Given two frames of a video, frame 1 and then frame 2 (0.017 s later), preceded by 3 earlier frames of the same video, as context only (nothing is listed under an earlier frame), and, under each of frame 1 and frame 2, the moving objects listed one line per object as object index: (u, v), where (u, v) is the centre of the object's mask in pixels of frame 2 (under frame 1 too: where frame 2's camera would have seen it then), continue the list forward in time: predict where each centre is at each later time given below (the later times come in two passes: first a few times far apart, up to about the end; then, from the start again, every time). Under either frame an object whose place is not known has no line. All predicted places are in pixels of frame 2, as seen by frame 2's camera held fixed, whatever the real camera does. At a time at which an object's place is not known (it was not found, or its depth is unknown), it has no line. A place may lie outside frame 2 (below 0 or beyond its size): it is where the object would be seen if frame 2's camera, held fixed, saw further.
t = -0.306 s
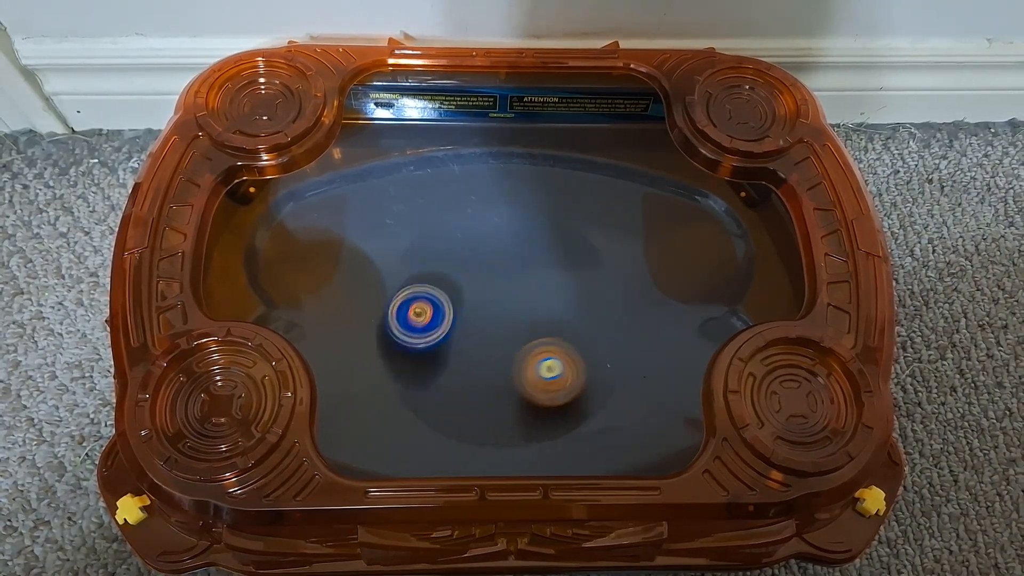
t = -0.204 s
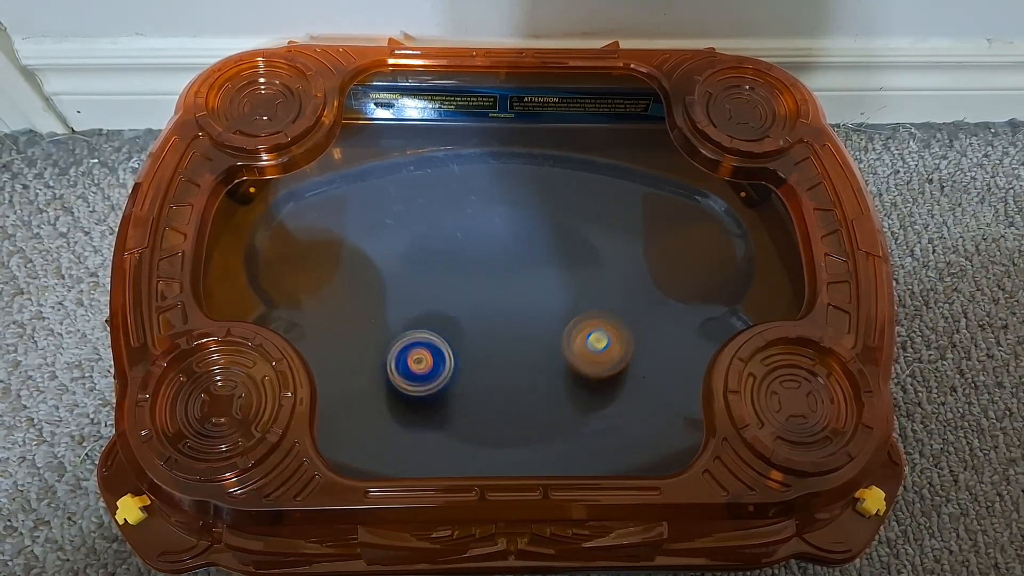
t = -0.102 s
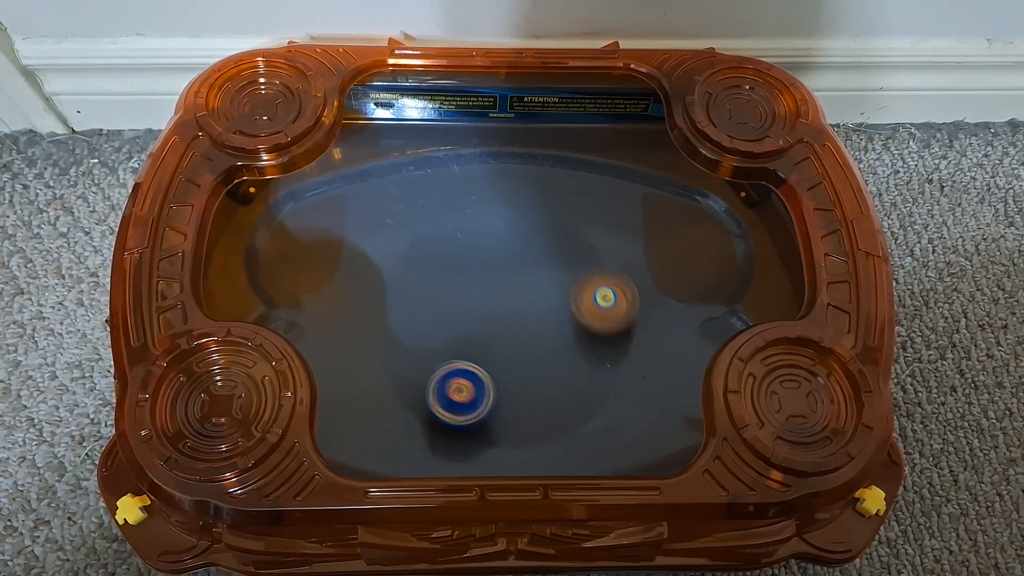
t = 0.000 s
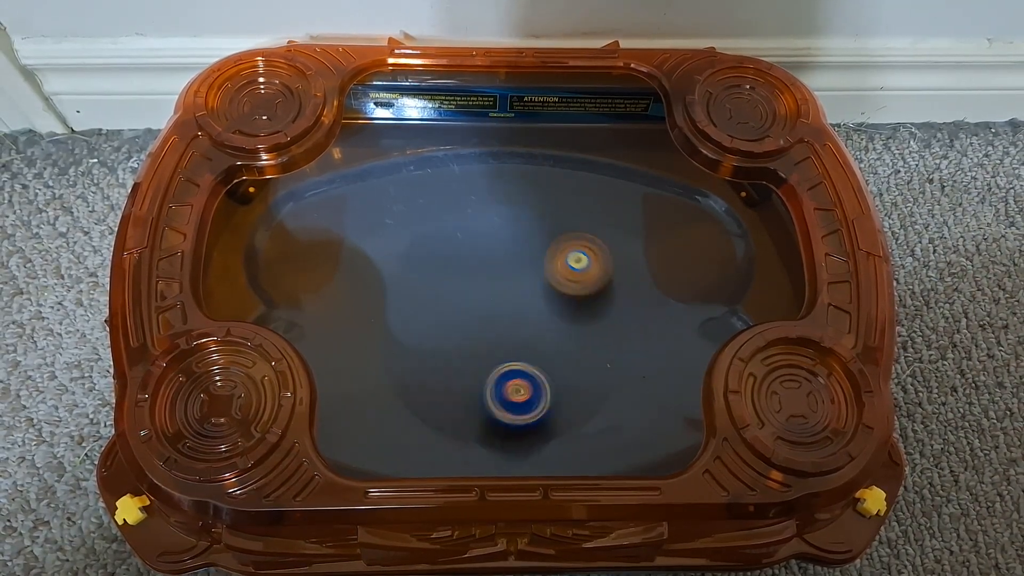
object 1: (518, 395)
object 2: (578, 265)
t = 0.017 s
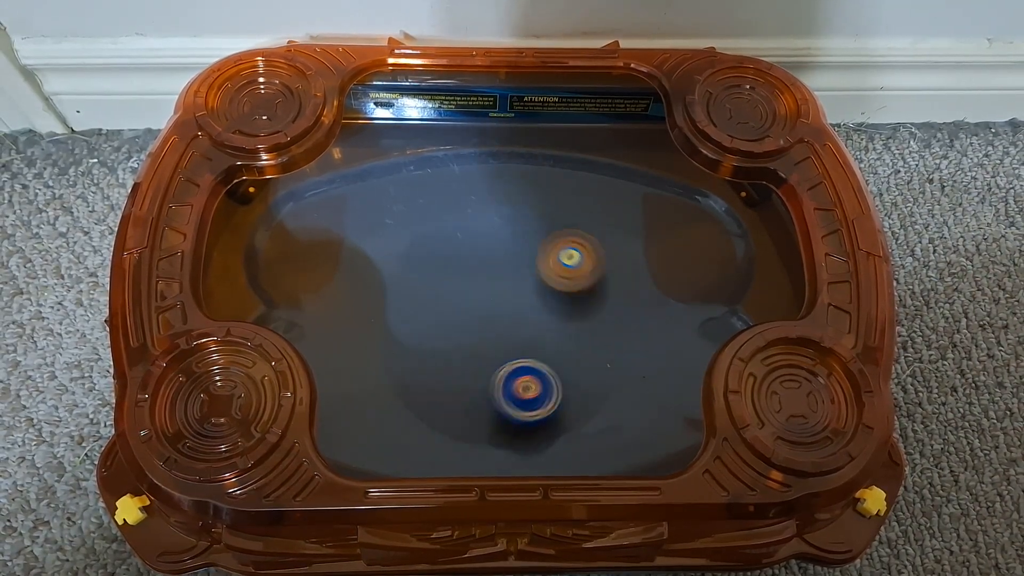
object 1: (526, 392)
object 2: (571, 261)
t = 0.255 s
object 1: (562, 295)
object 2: (451, 290)
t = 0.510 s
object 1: (450, 252)
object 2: (476, 382)
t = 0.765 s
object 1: (403, 339)
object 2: (573, 325)
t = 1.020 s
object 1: (530, 359)
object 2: (491, 259)
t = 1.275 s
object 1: (575, 268)
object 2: (413, 320)
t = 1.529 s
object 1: (470, 263)
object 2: (515, 362)
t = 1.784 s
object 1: (482, 362)
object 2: (567, 277)
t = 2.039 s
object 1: (593, 353)
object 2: (467, 267)
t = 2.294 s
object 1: (547, 272)
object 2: (473, 362)
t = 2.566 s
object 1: (435, 310)
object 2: (583, 341)
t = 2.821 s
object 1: (474, 381)
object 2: (529, 267)
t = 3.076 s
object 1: (545, 313)
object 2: (433, 310)
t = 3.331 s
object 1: (471, 257)
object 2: (488, 372)
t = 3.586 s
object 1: (429, 326)
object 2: (553, 302)
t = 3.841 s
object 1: (534, 352)
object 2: (478, 258)
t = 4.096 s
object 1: (574, 279)
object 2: (446, 333)
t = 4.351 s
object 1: (485, 280)
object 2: (542, 357)
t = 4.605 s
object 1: (489, 363)
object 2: (570, 285)
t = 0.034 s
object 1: (535, 387)
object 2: (562, 258)
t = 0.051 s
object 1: (543, 382)
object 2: (553, 256)
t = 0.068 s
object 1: (550, 377)
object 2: (544, 255)
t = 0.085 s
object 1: (557, 371)
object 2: (535, 255)
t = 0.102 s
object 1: (563, 365)
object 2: (525, 256)
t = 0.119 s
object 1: (567, 357)
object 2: (515, 257)
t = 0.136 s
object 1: (570, 349)
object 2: (506, 260)
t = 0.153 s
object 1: (572, 341)
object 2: (498, 262)
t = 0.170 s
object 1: (572, 334)
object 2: (489, 265)
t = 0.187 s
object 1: (573, 326)
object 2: (480, 269)
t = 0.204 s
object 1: (571, 318)
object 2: (472, 274)
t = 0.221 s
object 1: (569, 309)
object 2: (464, 279)
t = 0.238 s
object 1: (565, 302)
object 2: (457, 285)
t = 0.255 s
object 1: (562, 295)
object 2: (451, 290)
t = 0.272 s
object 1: (557, 287)
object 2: (445, 297)
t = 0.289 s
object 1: (552, 281)
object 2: (441, 304)
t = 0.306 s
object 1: (546, 275)
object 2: (437, 311)
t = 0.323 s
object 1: (538, 270)
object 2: (435, 319)
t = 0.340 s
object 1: (532, 266)
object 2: (434, 326)
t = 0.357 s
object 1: (525, 262)
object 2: (434, 334)
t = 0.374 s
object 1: (517, 258)
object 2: (434, 341)
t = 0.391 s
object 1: (509, 256)
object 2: (436, 348)
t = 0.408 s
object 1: (501, 253)
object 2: (439, 355)
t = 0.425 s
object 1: (492, 252)
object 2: (443, 362)
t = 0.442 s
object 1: (484, 251)
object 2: (448, 367)
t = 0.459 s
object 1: (475, 250)
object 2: (454, 372)
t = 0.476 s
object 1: (467, 250)
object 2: (460, 376)
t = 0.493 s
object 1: (458, 251)
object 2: (467, 379)
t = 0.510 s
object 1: (450, 252)
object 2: (476, 382)
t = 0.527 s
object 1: (442, 253)
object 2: (485, 384)
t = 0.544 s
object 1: (434, 255)
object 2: (494, 384)
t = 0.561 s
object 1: (426, 258)
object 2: (502, 384)
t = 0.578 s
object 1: (419, 262)
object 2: (511, 383)
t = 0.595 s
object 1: (412, 266)
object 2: (520, 382)
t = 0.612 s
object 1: (406, 272)
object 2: (529, 379)
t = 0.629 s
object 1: (401, 278)
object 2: (536, 376)
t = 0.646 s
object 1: (397, 284)
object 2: (545, 371)
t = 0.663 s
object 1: (395, 292)
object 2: (552, 367)
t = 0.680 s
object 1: (394, 299)
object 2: (559, 361)
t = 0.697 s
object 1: (393, 308)
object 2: (564, 354)
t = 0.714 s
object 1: (395, 315)
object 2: (568, 347)
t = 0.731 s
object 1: (397, 323)
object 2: (571, 340)
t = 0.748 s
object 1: (399, 331)
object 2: (572, 333)
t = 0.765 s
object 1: (403, 339)
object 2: (573, 325)
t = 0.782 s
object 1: (408, 346)
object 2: (572, 318)
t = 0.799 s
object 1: (414, 353)
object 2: (570, 310)
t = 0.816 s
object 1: (422, 358)
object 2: (568, 303)
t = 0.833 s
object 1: (429, 362)
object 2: (564, 296)
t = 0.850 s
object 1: (439, 365)
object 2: (560, 289)
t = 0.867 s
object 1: (448, 367)
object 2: (555, 283)
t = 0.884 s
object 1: (457, 370)
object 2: (550, 278)
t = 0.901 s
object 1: (467, 371)
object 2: (544, 273)
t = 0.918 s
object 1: (476, 371)
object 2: (537, 270)
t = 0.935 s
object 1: (486, 370)
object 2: (531, 267)
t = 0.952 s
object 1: (495, 369)
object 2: (523, 264)
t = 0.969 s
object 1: (505, 367)
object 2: (516, 262)
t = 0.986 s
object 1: (514, 365)
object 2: (507, 261)
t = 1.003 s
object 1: (522, 363)
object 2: (500, 260)
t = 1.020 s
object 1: (530, 359)
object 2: (491, 259)
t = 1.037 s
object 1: (537, 355)
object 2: (483, 260)
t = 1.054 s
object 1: (545, 352)
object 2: (475, 260)
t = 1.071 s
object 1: (552, 347)
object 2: (467, 261)
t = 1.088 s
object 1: (558, 341)
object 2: (459, 263)
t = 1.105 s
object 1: (563, 335)
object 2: (452, 265)
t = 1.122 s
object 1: (567, 329)
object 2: (445, 268)
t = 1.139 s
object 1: (572, 323)
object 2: (437, 271)
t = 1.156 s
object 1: (575, 316)
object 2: (431, 275)
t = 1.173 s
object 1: (577, 309)
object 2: (426, 280)
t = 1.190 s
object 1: (578, 302)
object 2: (421, 285)
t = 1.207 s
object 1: (580, 295)
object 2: (417, 291)
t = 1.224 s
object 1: (580, 288)
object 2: (414, 298)
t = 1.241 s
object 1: (579, 281)
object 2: (413, 306)
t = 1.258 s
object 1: (577, 274)
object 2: (413, 313)
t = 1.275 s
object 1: (575, 268)
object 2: (413, 320)
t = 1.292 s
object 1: (571, 262)
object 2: (414, 328)
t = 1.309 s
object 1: (565, 257)
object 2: (417, 336)
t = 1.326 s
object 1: (560, 253)
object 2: (421, 342)
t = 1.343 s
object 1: (553, 250)
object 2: (426, 349)
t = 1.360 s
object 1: (546, 247)
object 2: (432, 354)
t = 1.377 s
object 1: (538, 244)
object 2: (439, 359)
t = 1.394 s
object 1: (531, 244)
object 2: (445, 362)
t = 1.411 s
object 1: (522, 243)
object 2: (453, 365)
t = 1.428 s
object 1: (515, 244)
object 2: (462, 367)
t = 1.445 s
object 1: (507, 245)
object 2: (471, 367)
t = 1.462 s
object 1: (499, 247)
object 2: (480, 367)
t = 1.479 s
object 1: (491, 250)
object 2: (489, 367)
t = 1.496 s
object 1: (484, 254)
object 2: (497, 365)
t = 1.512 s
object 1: (477, 258)
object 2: (506, 364)
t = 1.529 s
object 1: (470, 263)
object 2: (515, 362)
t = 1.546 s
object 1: (465, 269)
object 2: (524, 358)
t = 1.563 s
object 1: (459, 275)
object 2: (532, 354)
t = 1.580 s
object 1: (455, 282)
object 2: (539, 350)
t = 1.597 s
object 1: (452, 289)
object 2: (546, 345)
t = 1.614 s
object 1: (450, 297)
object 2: (551, 341)
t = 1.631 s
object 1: (450, 304)
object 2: (557, 335)
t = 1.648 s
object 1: (449, 312)
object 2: (562, 329)
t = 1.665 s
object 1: (451, 320)
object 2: (565, 323)
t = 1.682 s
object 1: (453, 327)
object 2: (568, 316)
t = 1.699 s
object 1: (456, 334)
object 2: (569, 309)
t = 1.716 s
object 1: (459, 341)
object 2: (570, 303)
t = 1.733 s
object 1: (463, 348)
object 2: (571, 296)
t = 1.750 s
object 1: (469, 353)
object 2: (570, 289)
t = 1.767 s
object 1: (475, 358)
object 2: (569, 283)
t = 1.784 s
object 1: (482, 362)
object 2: (567, 277)
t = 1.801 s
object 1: (488, 366)
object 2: (563, 271)
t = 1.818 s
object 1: (496, 370)
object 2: (559, 266)
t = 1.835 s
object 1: (504, 372)
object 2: (554, 262)
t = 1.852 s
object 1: (512, 374)
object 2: (548, 258)
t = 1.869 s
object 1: (520, 375)
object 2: (542, 255)
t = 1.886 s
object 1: (529, 376)
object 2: (535, 252)
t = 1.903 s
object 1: (537, 376)
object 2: (527, 251)
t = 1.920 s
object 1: (545, 376)
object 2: (520, 250)
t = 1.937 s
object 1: (553, 374)
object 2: (512, 250)
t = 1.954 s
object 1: (560, 373)
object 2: (505, 251)
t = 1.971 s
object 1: (568, 370)
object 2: (497, 253)
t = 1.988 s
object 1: (576, 366)
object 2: (489, 255)
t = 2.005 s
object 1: (582, 362)
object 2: (481, 258)
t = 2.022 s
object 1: (588, 358)
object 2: (474, 262)
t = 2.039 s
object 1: (593, 353)
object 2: (467, 267)
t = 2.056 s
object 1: (597, 346)
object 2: (461, 272)
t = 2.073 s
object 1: (600, 339)
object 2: (456, 278)
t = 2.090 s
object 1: (601, 333)
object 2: (450, 285)
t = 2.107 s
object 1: (601, 327)
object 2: (447, 293)
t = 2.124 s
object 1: (600, 320)
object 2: (445, 299)
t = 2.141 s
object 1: (597, 313)
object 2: (443, 307)
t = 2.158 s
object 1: (594, 306)
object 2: (443, 316)
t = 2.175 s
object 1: (591, 300)
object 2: (444, 322)
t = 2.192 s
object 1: (587, 294)
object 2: (446, 330)
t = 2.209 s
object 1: (581, 289)
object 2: (449, 337)
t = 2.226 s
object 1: (576, 284)
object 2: (452, 343)
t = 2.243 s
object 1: (569, 279)
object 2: (457, 349)
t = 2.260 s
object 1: (562, 276)
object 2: (462, 354)
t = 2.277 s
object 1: (554, 273)
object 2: (467, 358)
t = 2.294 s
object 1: (547, 272)
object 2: (473, 362)
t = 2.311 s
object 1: (538, 270)
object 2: (480, 365)
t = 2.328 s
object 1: (530, 270)
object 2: (487, 368)
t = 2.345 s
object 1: (522, 270)
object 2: (494, 370)
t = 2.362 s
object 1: (514, 270)
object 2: (501, 372)
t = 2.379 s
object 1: (505, 271)
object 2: (509, 373)
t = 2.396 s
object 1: (498, 273)
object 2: (517, 373)
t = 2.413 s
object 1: (489, 274)
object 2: (525, 372)
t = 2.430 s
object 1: (482, 277)
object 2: (532, 371)
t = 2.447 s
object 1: (474, 279)
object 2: (539, 370)
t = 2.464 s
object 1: (467, 282)
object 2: (547, 368)
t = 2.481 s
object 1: (460, 286)
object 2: (555, 365)
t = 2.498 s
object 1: (454, 290)
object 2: (562, 362)
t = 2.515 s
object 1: (448, 294)
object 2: (568, 357)
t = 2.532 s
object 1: (443, 299)
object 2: (573, 353)
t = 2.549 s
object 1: (438, 304)
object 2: (579, 348)
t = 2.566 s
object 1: (435, 310)
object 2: (583, 341)
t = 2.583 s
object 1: (431, 316)
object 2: (586, 335)
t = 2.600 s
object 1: (428, 322)
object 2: (587, 328)
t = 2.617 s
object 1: (426, 329)
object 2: (587, 323)
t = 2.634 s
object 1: (424, 335)
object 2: (587, 316)
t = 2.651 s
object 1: (424, 341)
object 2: (584, 309)
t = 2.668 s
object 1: (424, 347)
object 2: (581, 302)
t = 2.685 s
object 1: (426, 353)
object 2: (578, 296)
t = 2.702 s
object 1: (429, 359)
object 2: (574, 291)
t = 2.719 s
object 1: (433, 364)
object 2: (569, 285)
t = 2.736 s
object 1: (438, 368)
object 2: (563, 280)
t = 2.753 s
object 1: (444, 372)
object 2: (557, 276)
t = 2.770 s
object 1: (451, 375)
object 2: (550, 273)
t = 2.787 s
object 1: (458, 378)
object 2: (544, 271)
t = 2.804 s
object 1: (466, 380)
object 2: (537, 269)
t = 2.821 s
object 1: (474, 381)
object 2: (529, 267)
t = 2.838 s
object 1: (482, 380)
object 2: (521, 267)
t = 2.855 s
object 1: (490, 379)
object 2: (513, 267)
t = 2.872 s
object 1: (498, 378)
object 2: (506, 268)
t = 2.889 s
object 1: (507, 375)
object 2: (498, 269)
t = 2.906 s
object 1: (514, 371)
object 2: (490, 270)
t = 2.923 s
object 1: (521, 367)
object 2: (482, 272)
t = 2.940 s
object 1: (527, 363)
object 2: (475, 275)
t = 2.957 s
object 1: (533, 358)
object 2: (468, 277)
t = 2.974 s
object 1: (537, 352)
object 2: (461, 281)
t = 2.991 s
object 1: (540, 346)
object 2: (454, 284)
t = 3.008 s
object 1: (543, 339)
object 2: (449, 289)
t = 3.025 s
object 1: (545, 333)
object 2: (444, 293)
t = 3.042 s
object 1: (546, 326)
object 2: (439, 299)
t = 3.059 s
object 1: (545, 319)
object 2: (436, 304)
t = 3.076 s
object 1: (545, 313)
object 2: (433, 310)
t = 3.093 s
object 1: (543, 306)
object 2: (431, 316)
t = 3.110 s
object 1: (541, 299)
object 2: (430, 322)
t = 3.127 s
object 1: (539, 294)
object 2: (429, 329)
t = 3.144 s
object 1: (535, 288)
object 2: (429, 335)
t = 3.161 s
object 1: (532, 283)
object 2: (430, 341)
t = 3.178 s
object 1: (527, 278)
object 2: (433, 347)
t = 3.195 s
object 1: (522, 273)
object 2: (436, 352)
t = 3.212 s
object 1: (517, 270)
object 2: (440, 357)
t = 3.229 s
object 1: (510, 266)
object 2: (445, 361)
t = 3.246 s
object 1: (505, 264)
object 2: (451, 365)
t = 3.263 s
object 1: (498, 261)
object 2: (458, 368)
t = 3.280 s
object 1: (491, 259)
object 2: (465, 370)
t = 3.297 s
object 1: (484, 258)
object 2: (472, 371)
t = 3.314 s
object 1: (478, 257)
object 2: (480, 372)
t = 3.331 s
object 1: (471, 257)
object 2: (488, 372)
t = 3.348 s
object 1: (463, 258)
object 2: (496, 370)
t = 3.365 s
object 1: (457, 259)
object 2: (504, 369)
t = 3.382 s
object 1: (450, 261)
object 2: (512, 367)
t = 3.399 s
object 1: (444, 264)
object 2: (519, 364)
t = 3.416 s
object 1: (438, 267)
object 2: (526, 360)
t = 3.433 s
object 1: (433, 271)
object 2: (531, 356)
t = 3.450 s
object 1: (428, 275)
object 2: (538, 351)
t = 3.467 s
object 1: (424, 280)
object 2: (543, 345)
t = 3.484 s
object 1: (422, 287)
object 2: (547, 339)
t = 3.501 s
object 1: (421, 294)
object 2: (549, 333)
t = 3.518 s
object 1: (420, 300)
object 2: (552, 327)
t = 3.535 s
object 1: (421, 307)
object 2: (554, 320)
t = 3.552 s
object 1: (423, 314)
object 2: (554, 314)
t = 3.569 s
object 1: (426, 320)
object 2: (553, 307)
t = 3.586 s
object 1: (429, 326)
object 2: (553, 302)
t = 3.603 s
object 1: (433, 332)
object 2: (552, 294)
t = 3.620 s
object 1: (438, 337)
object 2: (550, 289)
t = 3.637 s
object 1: (444, 341)
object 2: (546, 283)
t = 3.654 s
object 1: (449, 346)
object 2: (544, 279)
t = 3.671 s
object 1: (457, 350)
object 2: (539, 274)
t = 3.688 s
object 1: (464, 351)
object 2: (535, 270)
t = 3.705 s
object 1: (471, 354)
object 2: (529, 266)
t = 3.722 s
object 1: (480, 356)
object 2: (524, 264)
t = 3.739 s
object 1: (487, 356)
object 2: (518, 261)
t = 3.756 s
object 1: (495, 356)
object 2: (512, 259)
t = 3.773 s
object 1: (503, 357)
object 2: (505, 258)
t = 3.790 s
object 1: (511, 356)
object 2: (499, 257)
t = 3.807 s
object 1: (518, 355)
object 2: (492, 257)
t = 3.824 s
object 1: (526, 353)
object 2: (485, 257)
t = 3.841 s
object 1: (534, 352)
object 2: (478, 258)
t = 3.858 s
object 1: (540, 349)
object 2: (472, 260)
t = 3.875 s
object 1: (546, 346)
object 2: (465, 262)
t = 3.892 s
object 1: (553, 343)
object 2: (459, 265)
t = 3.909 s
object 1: (558, 338)
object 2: (453, 269)
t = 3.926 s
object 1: (562, 334)
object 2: (449, 273)
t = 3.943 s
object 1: (567, 330)
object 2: (444, 278)
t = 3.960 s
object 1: (571, 324)
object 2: (440, 283)
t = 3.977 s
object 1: (573, 318)
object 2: (437, 289)
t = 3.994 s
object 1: (575, 314)
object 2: (436, 295)
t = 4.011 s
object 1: (577, 308)
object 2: (436, 302)
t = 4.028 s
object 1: (578, 301)
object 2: (436, 308)
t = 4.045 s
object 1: (578, 296)
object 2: (438, 315)
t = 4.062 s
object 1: (578, 290)
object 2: (440, 321)
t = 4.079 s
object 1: (577, 284)
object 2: (443, 327)
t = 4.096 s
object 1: (574, 279)
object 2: (446, 333)
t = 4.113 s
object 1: (572, 274)
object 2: (450, 339)
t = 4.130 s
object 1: (567, 270)
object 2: (455, 344)
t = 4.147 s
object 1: (562, 267)
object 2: (460, 348)
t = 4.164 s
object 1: (557, 264)
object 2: (466, 352)
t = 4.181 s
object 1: (550, 262)
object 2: (472, 355)
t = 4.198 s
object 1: (543, 261)
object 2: (479, 357)
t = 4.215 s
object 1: (537, 261)
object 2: (485, 359)
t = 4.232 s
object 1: (530, 261)
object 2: (492, 360)
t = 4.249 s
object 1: (523, 261)
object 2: (500, 361)
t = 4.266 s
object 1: (516, 263)
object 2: (507, 361)
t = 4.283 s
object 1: (509, 266)
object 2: (513, 362)
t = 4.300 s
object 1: (502, 268)
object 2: (521, 361)
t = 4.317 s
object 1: (496, 272)
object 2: (529, 360)
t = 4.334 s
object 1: (490, 276)
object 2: (534, 358)
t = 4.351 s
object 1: (485, 280)
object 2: (542, 357)
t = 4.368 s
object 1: (480, 285)
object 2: (548, 354)
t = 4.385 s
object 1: (476, 291)
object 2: (555, 351)
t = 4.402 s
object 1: (472, 296)
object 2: (559, 348)
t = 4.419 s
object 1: (470, 302)
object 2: (565, 344)
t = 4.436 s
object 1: (469, 308)
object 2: (570, 339)
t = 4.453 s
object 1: (468, 314)
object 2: (572, 334)
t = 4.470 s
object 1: (467, 320)
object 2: (576, 330)
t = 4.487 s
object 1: (468, 327)
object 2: (578, 324)
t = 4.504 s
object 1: (468, 332)
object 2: (579, 318)
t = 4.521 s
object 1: (470, 338)
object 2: (578, 313)
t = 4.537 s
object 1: (472, 345)
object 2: (579, 307)
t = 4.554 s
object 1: (476, 350)
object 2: (578, 301)
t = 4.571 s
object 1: (479, 354)
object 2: (575, 295)
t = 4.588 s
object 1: (484, 359)
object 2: (574, 291)
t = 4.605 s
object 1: (489, 363)
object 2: (570, 285)
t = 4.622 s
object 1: (494, 365)
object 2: (566, 280)
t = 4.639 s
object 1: (500, 368)
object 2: (561, 277)
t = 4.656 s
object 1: (507, 370)
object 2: (556, 274)
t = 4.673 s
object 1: (514, 371)
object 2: (549, 271)
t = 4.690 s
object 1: (520, 373)
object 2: (543, 269)
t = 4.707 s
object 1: (528, 373)
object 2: (536, 268)
